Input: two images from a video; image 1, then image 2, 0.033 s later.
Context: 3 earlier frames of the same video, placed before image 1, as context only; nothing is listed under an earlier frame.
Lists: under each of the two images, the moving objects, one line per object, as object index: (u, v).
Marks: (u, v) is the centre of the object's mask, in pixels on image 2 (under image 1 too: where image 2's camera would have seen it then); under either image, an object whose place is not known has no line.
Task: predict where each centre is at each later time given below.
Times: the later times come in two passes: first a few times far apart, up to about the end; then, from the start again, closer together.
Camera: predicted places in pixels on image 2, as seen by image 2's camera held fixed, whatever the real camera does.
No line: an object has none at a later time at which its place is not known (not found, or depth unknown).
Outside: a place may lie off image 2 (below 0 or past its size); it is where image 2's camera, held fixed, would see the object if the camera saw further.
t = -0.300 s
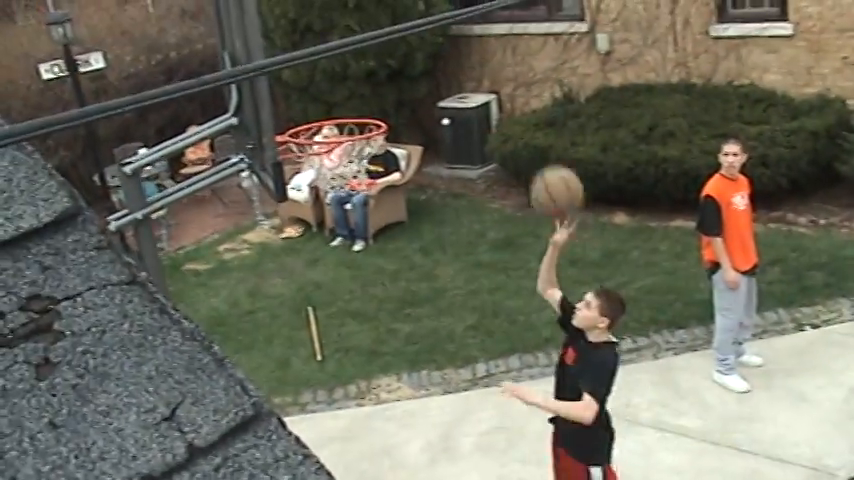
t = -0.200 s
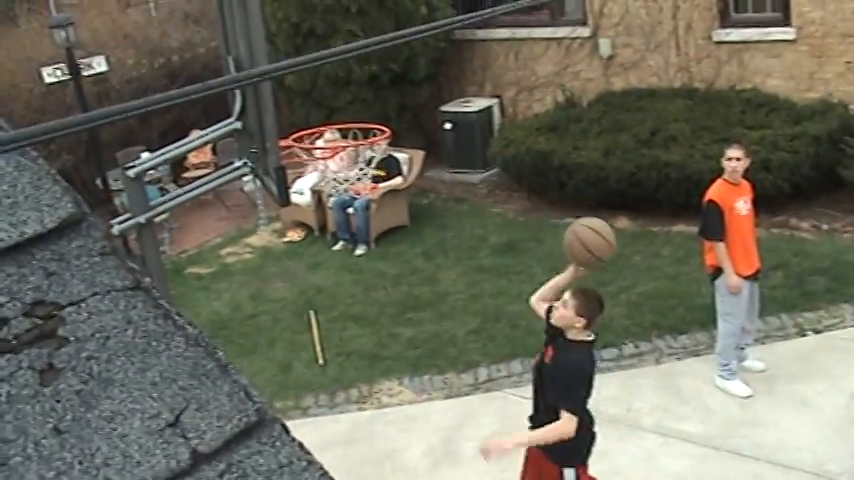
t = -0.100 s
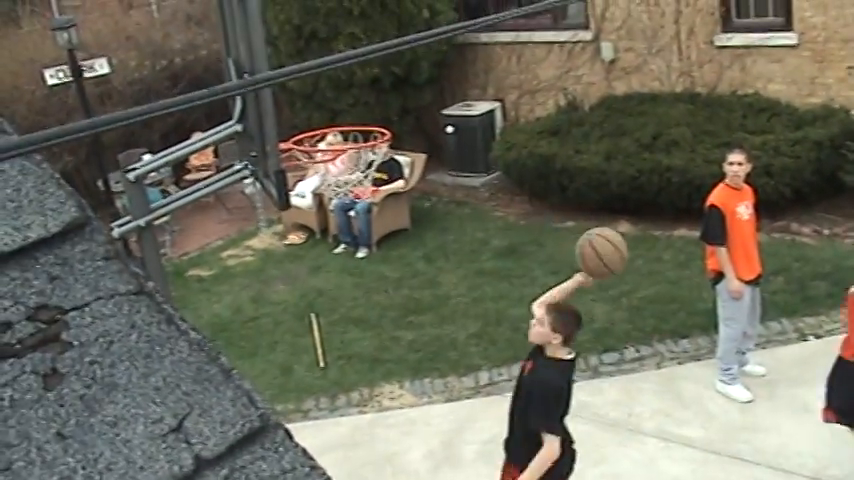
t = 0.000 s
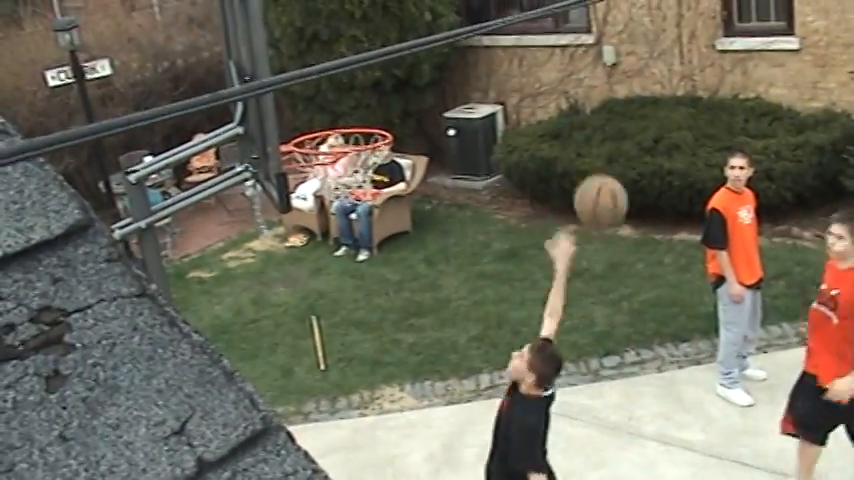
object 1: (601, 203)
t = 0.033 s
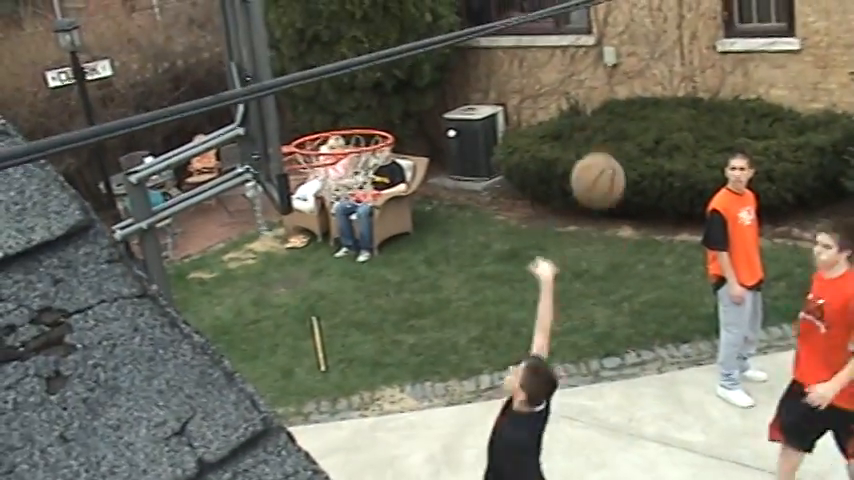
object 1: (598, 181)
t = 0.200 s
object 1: (582, 99)
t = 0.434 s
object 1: (567, 84)
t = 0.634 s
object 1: (563, 168)
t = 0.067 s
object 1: (594, 160)
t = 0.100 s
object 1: (591, 142)
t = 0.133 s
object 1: (588, 126)
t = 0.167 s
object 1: (585, 110)
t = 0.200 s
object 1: (582, 99)
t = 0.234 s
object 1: (580, 89)
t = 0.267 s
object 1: (576, 82)
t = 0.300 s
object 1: (575, 78)
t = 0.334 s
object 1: (572, 76)
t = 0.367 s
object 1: (571, 77)
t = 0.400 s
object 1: (569, 79)
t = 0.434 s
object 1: (567, 84)
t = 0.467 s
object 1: (566, 92)
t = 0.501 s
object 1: (564, 101)
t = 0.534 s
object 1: (564, 115)
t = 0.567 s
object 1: (563, 131)
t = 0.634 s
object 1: (563, 168)
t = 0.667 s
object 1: (563, 189)
